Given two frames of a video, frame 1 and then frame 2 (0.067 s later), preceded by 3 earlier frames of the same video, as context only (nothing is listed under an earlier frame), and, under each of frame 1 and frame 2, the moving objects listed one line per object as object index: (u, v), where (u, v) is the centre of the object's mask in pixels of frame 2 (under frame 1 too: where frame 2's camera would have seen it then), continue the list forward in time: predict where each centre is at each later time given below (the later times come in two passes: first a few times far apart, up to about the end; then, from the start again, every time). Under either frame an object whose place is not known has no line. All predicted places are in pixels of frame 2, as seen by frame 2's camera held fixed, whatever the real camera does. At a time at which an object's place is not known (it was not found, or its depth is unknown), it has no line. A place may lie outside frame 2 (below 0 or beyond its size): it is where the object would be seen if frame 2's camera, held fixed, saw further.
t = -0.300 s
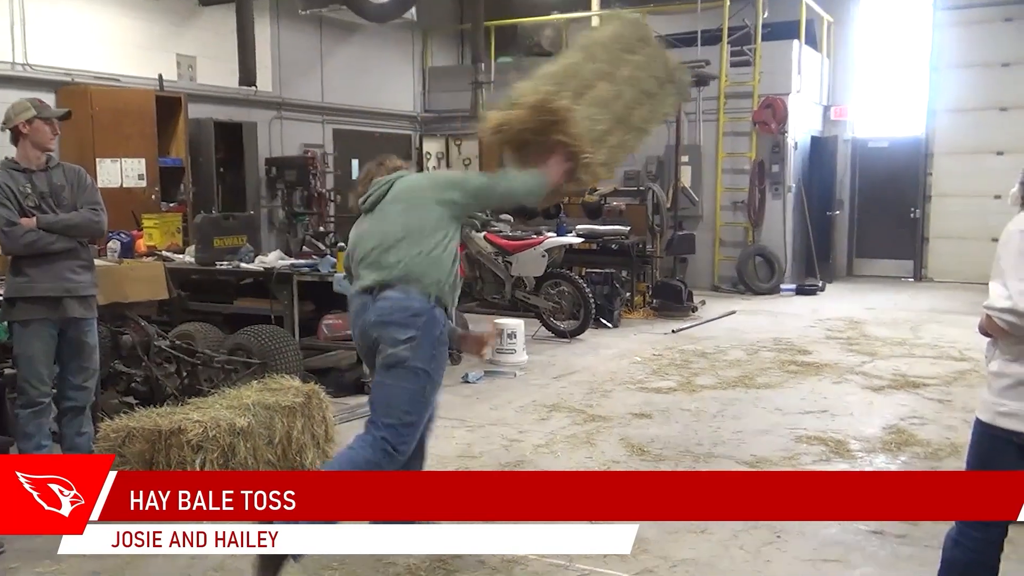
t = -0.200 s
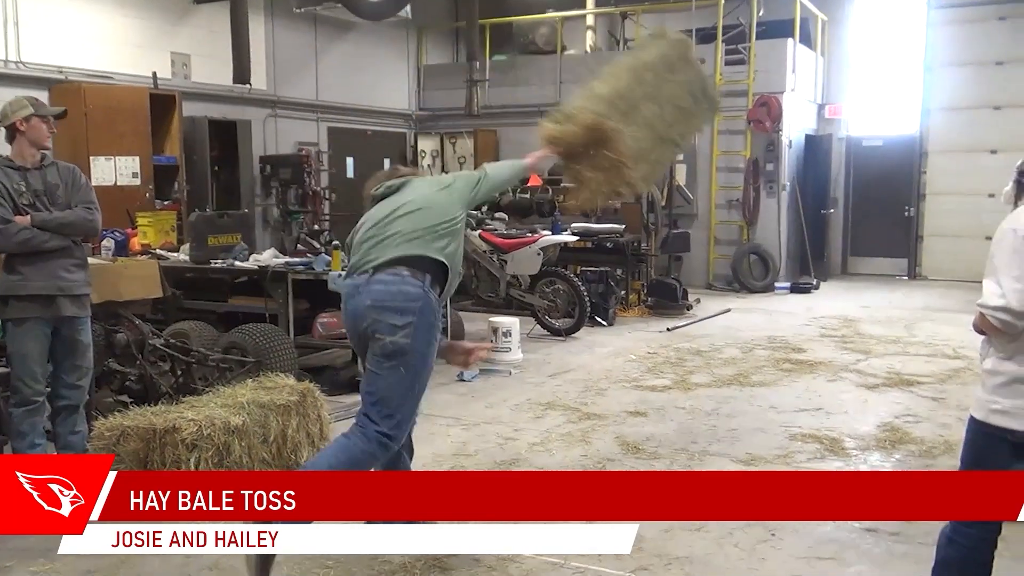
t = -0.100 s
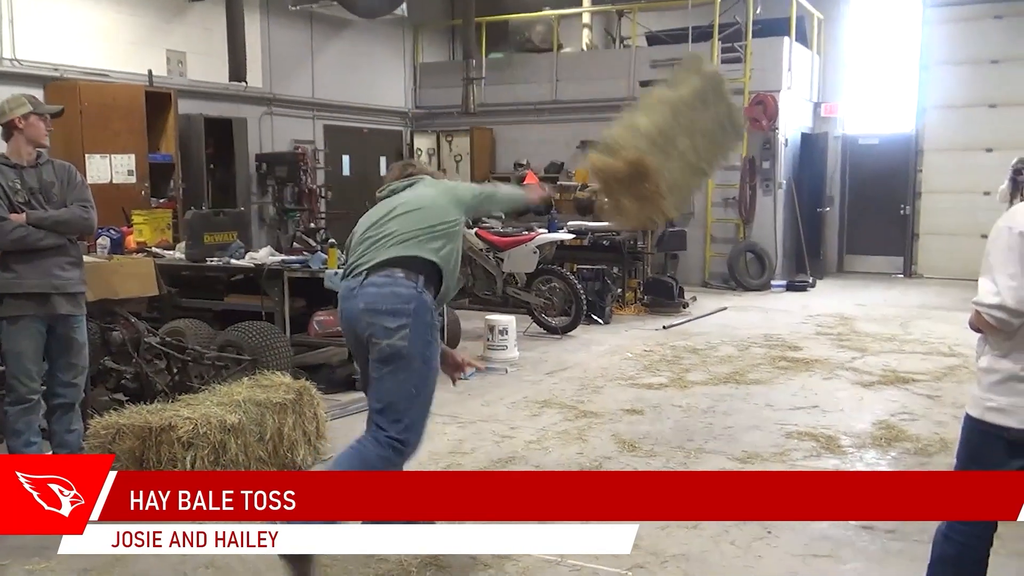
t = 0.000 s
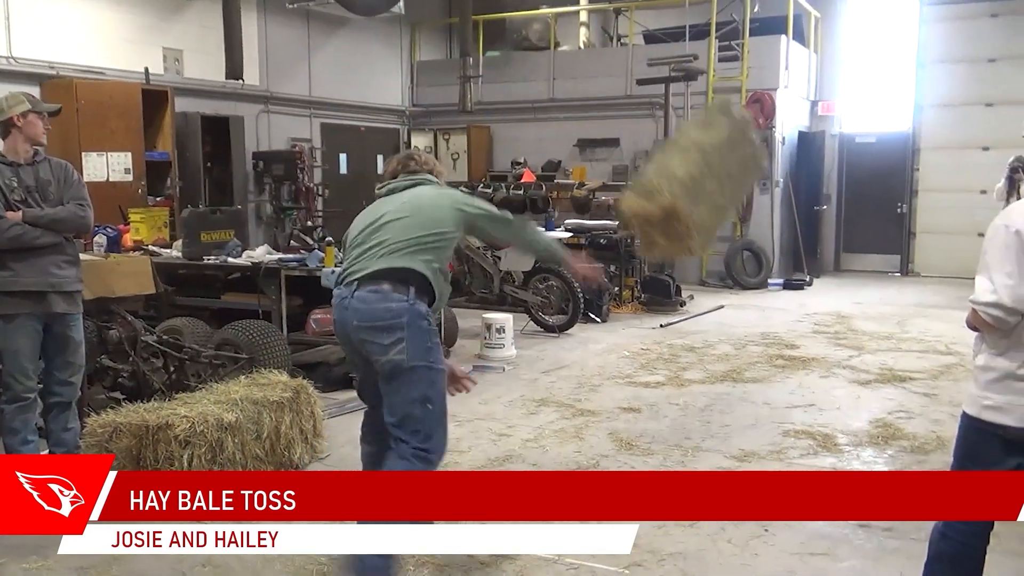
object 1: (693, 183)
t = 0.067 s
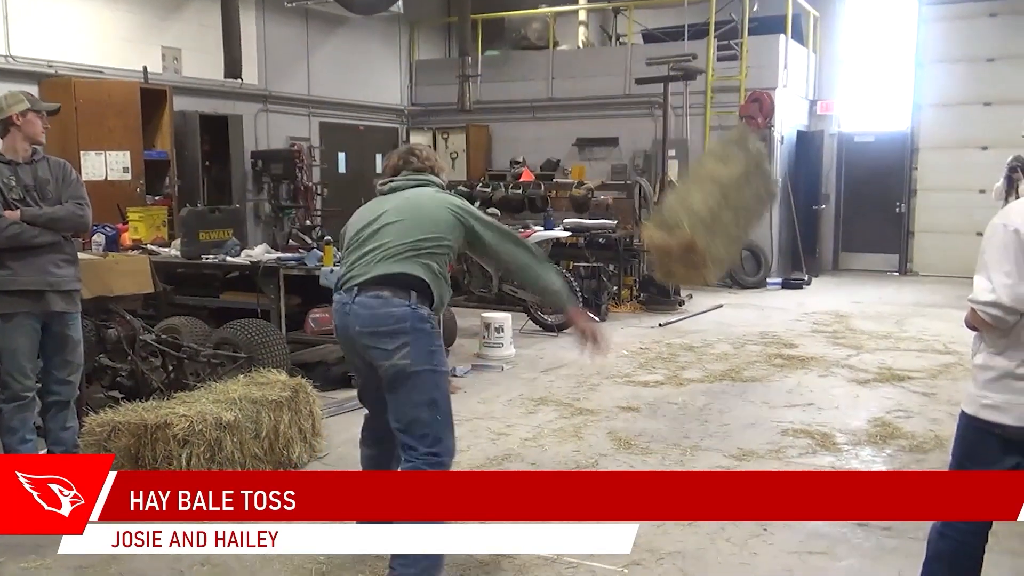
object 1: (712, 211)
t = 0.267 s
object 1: (754, 311)
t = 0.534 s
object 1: (779, 281)
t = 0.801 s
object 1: (802, 275)
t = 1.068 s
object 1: (809, 279)
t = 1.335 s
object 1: (817, 293)
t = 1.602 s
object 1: (819, 294)
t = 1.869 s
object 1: (820, 294)
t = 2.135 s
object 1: (820, 294)
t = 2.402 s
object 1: (820, 294)
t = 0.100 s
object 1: (719, 227)
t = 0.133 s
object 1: (727, 243)
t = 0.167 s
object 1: (735, 260)
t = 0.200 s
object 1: (741, 277)
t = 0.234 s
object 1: (749, 295)
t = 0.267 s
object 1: (754, 311)
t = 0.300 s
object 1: (757, 322)
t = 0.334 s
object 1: (762, 325)
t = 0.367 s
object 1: (766, 324)
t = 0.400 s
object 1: (768, 313)
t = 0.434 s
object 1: (771, 301)
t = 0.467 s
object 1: (773, 293)
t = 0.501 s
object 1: (777, 287)
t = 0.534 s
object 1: (779, 281)
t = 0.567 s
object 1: (783, 277)
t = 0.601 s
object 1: (788, 275)
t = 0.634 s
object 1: (791, 274)
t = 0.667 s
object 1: (794, 275)
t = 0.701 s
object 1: (796, 275)
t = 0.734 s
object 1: (798, 276)
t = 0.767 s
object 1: (800, 276)
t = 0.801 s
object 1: (802, 275)
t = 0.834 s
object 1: (803, 273)
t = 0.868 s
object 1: (804, 272)
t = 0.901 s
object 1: (805, 271)
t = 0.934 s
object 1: (805, 272)
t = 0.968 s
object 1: (806, 271)
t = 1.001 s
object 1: (807, 275)
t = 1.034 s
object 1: (808, 277)
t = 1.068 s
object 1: (809, 279)
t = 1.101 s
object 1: (810, 283)
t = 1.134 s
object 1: (811, 291)
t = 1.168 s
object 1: (813, 291)
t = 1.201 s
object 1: (814, 292)
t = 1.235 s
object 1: (815, 291)
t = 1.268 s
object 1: (816, 292)
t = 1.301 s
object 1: (816, 293)
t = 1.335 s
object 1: (817, 293)
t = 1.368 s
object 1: (818, 293)
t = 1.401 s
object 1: (818, 293)
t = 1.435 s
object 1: (819, 294)
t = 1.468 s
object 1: (820, 294)
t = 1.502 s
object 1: (820, 294)
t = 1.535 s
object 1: (820, 294)
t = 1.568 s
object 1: (819, 294)
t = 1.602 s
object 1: (819, 294)
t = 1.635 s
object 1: (819, 294)
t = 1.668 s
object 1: (819, 294)
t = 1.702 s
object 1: (820, 294)
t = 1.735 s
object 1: (820, 294)
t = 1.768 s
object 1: (820, 294)
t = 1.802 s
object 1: (820, 294)
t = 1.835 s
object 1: (820, 294)
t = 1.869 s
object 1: (820, 294)
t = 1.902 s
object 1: (820, 294)
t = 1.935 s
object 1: (820, 294)
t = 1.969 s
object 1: (820, 294)
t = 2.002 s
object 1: (820, 294)
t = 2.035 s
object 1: (820, 294)
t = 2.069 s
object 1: (820, 294)
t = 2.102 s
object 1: (820, 294)
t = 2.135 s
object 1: (820, 294)
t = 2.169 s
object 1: (820, 294)
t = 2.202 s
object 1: (820, 294)
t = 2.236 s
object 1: (820, 294)
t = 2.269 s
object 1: (820, 294)
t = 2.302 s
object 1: (820, 294)
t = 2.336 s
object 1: (820, 294)
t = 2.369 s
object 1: (820, 294)
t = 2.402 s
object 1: (820, 294)
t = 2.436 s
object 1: (820, 294)
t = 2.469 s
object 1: (820, 294)
